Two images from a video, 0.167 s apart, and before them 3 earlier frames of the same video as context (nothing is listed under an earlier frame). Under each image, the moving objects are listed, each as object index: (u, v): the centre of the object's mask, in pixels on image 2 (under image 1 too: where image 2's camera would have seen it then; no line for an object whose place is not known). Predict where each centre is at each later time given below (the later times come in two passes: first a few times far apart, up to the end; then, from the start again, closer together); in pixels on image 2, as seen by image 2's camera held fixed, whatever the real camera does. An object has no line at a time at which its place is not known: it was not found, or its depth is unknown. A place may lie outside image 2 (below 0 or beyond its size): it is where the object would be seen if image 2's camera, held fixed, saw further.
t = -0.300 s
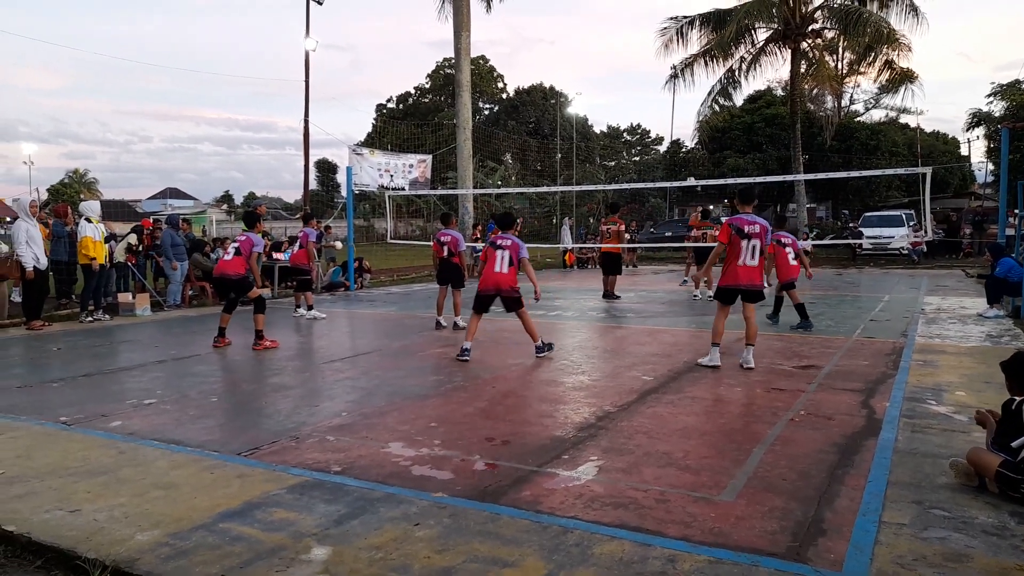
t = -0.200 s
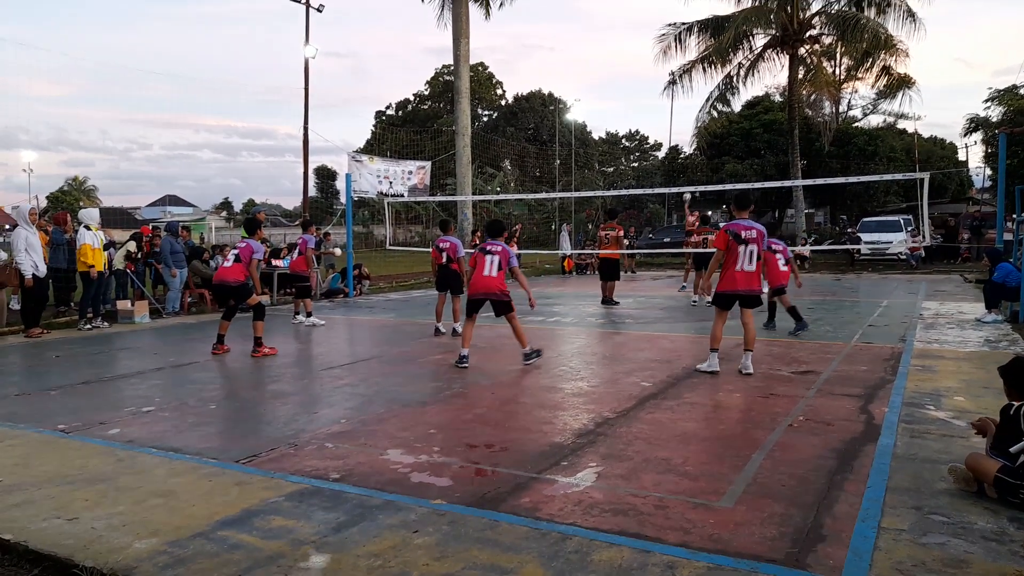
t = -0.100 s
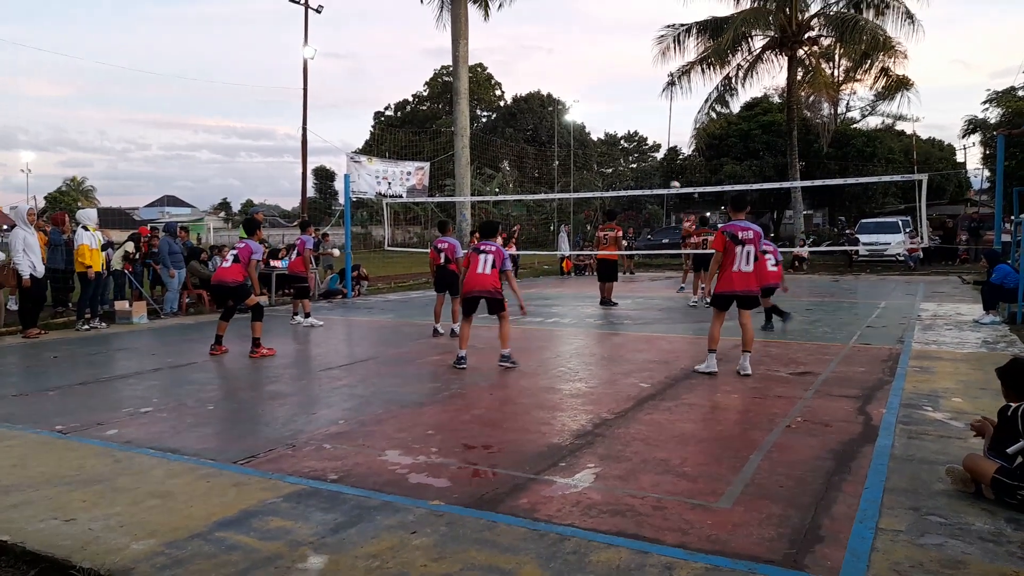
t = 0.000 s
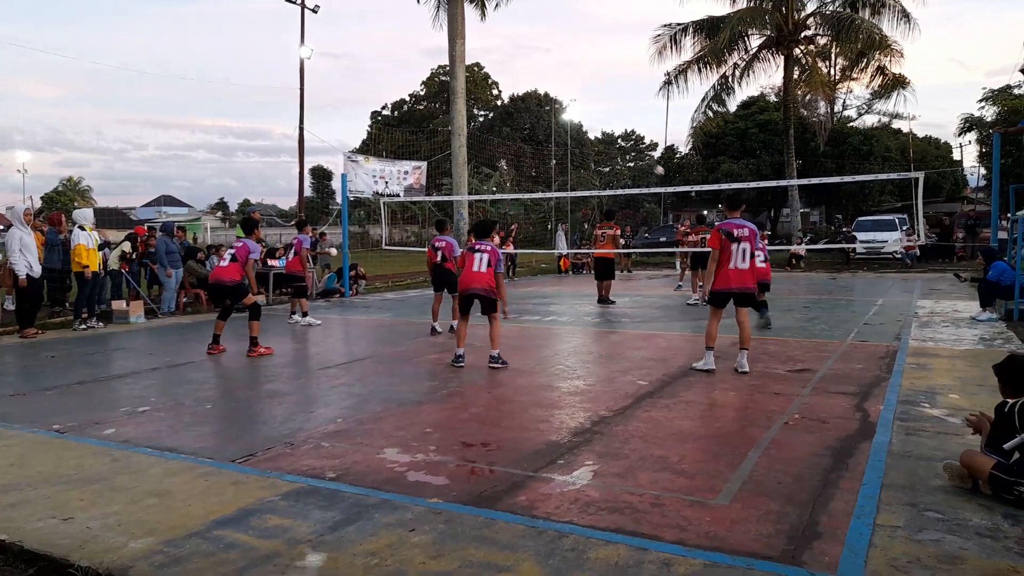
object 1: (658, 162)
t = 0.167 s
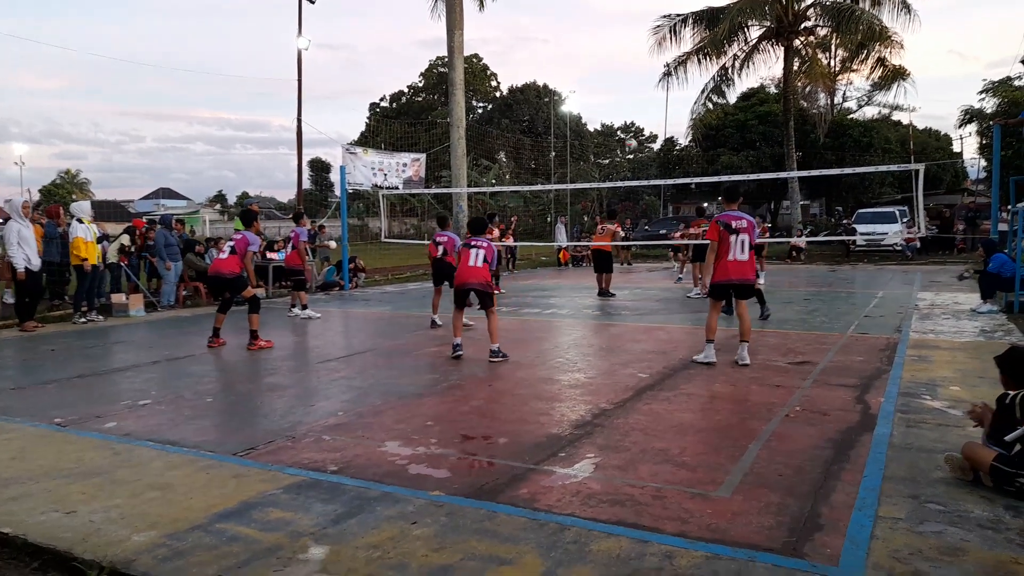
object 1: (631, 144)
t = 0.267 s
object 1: (608, 136)
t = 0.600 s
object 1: (480, 157)
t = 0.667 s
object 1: (442, 177)
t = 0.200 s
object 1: (624, 140)
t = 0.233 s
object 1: (616, 138)
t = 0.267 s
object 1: (608, 136)
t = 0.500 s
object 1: (531, 140)
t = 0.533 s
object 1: (516, 144)
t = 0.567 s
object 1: (498, 149)
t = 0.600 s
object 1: (480, 157)
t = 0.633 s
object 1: (463, 166)
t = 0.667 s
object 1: (442, 177)
